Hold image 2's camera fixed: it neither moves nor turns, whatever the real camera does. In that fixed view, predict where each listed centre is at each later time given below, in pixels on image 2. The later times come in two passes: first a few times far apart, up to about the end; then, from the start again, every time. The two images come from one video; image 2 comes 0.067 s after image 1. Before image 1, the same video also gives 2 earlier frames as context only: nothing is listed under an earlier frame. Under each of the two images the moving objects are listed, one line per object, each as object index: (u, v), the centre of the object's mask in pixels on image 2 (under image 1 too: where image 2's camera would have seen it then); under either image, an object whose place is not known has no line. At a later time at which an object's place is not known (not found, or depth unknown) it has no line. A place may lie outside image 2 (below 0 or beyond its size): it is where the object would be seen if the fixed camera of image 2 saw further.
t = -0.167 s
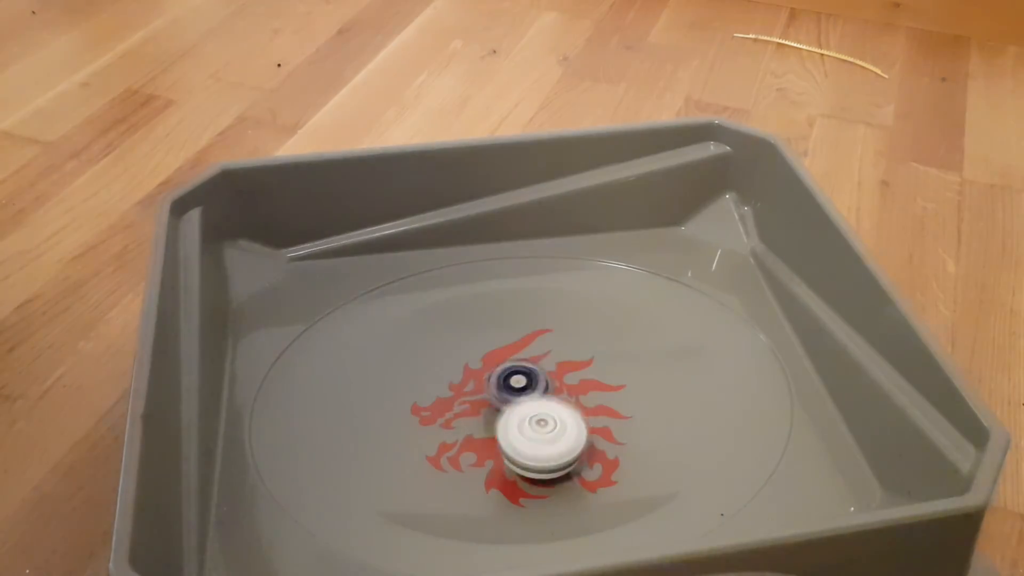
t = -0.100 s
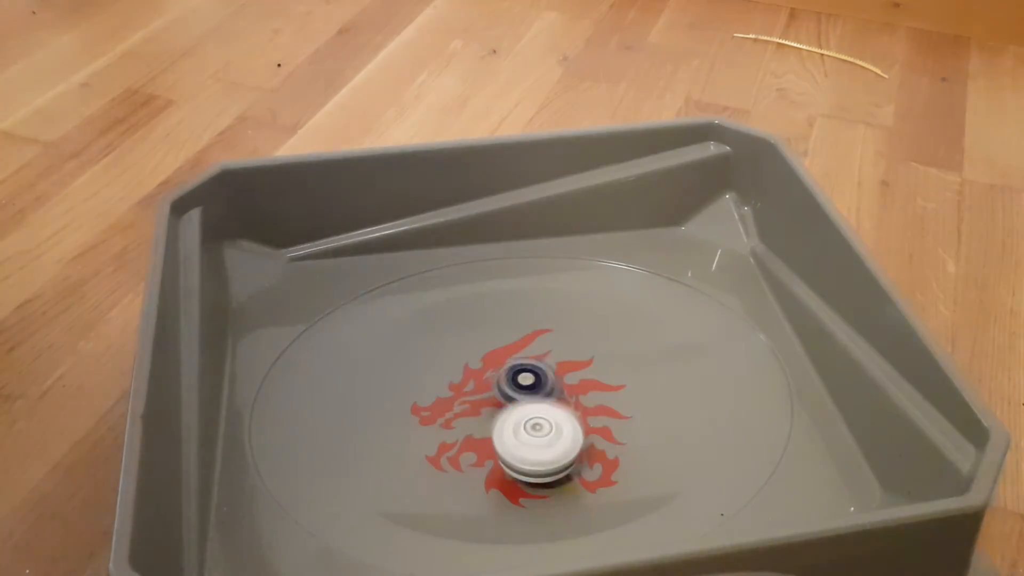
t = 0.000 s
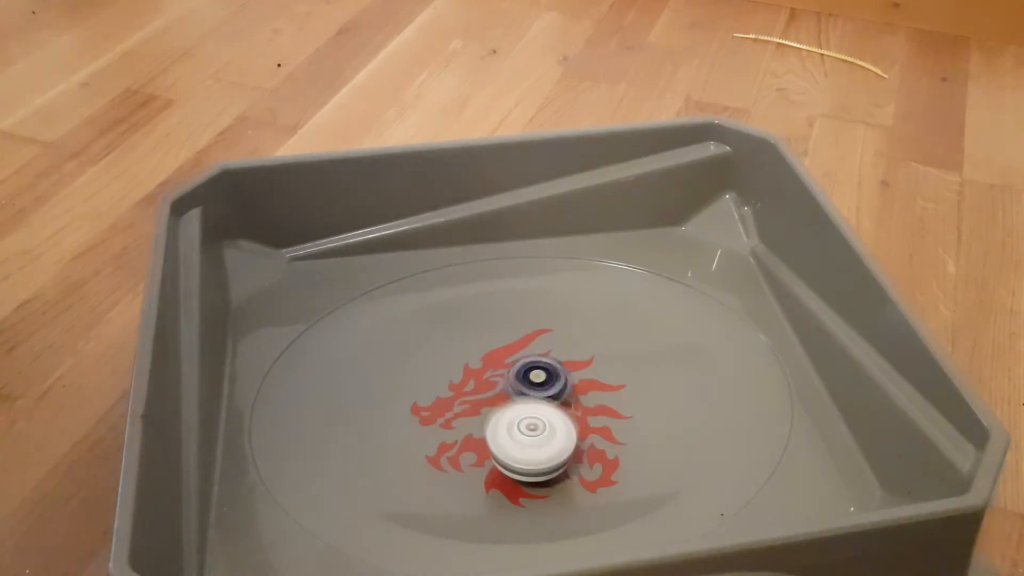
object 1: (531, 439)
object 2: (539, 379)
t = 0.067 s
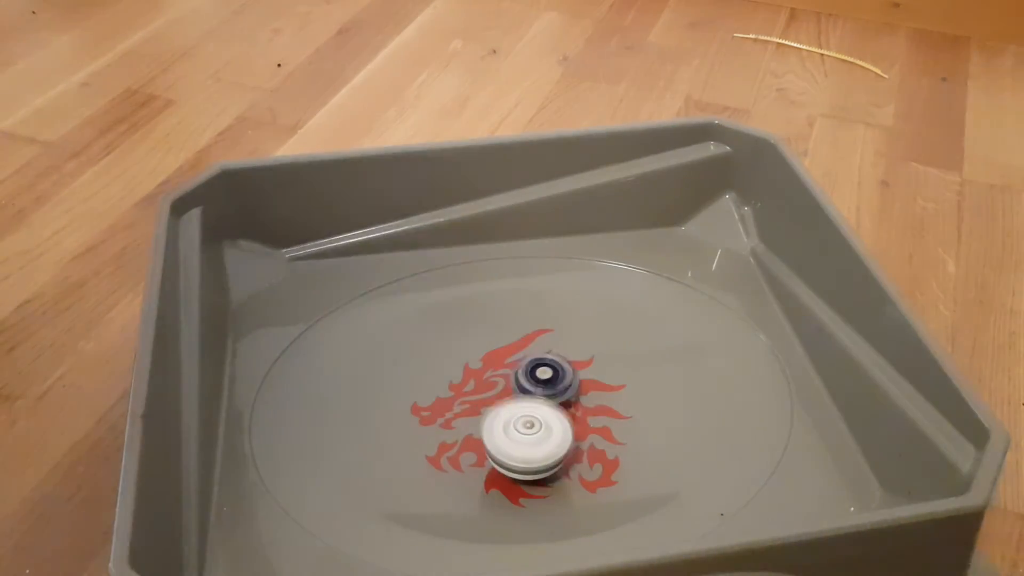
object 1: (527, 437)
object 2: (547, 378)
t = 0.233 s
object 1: (516, 429)
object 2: (552, 371)
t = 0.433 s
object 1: (504, 413)
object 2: (549, 367)
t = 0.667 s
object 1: (490, 400)
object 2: (544, 364)
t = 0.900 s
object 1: (481, 392)
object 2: (551, 365)
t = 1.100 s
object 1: (479, 387)
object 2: (557, 363)
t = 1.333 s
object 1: (483, 381)
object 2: (555, 371)
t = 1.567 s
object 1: (489, 380)
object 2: (572, 383)
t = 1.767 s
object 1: (500, 381)
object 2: (584, 387)
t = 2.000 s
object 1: (501, 385)
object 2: (592, 392)
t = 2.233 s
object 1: (499, 391)
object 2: (588, 397)
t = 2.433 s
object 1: (497, 394)
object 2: (574, 410)
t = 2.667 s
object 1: (490, 395)
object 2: (581, 425)
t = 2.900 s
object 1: (492, 393)
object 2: (582, 429)
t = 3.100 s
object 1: (498, 390)
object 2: (566, 429)
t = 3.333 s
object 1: (485, 375)
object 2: (593, 440)
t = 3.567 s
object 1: (487, 369)
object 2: (571, 424)
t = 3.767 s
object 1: (494, 362)
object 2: (551, 415)
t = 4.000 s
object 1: (498, 355)
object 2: (544, 415)
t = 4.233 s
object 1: (507, 354)
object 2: (540, 421)
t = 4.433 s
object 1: (516, 354)
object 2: (537, 422)
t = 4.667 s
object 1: (527, 360)
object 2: (538, 429)
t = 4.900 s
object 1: (534, 363)
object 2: (539, 435)
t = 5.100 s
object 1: (537, 356)
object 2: (529, 450)
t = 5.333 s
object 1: (537, 360)
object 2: (517, 443)
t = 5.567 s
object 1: (536, 367)
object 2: (520, 440)
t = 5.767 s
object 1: (534, 371)
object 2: (521, 440)
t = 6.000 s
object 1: (532, 377)
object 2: (511, 444)
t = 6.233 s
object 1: (530, 377)
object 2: (500, 440)
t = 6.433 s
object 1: (535, 370)
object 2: (494, 438)
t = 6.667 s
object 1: (538, 366)
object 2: (507, 437)
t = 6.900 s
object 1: (542, 360)
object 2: (534, 430)
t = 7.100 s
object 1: (548, 351)
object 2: (543, 419)
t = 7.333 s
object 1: (552, 346)
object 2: (533, 409)
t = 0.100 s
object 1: (525, 435)
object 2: (548, 375)
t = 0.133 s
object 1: (522, 434)
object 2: (550, 375)
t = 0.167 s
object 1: (520, 432)
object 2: (551, 373)
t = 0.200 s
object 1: (518, 431)
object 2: (552, 371)
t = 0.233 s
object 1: (516, 429)
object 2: (552, 371)
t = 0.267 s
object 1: (514, 426)
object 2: (552, 369)
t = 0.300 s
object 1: (512, 424)
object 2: (551, 368)
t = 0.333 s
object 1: (510, 421)
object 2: (552, 367)
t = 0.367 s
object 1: (507, 419)
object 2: (551, 367)
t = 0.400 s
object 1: (506, 416)
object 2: (550, 367)
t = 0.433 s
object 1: (504, 413)
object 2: (549, 367)
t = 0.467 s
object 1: (502, 409)
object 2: (548, 367)
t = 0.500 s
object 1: (501, 407)
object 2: (547, 366)
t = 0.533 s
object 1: (497, 406)
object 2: (547, 367)
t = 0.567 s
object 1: (494, 405)
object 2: (546, 366)
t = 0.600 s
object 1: (492, 403)
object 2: (545, 365)
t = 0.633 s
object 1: (491, 402)
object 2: (544, 365)
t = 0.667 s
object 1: (490, 400)
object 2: (544, 364)
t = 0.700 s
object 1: (489, 399)
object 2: (544, 365)
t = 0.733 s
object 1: (488, 397)
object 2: (545, 365)
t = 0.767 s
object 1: (487, 395)
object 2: (546, 367)
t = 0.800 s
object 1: (485, 394)
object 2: (545, 367)
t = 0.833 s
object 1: (483, 393)
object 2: (548, 367)
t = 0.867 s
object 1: (481, 393)
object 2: (550, 366)
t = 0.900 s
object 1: (481, 392)
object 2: (551, 365)
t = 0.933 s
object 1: (480, 391)
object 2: (552, 364)
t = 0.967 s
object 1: (480, 390)
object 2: (553, 363)
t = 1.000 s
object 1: (479, 389)
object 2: (555, 363)
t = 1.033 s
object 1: (479, 389)
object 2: (556, 363)
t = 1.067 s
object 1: (479, 388)
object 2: (557, 363)
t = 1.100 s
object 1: (479, 387)
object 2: (557, 363)
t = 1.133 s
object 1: (480, 386)
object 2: (555, 364)
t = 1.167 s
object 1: (481, 384)
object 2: (554, 364)
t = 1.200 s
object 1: (482, 384)
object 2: (553, 366)
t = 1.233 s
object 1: (483, 383)
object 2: (552, 366)
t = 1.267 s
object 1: (483, 382)
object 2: (552, 367)
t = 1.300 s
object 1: (482, 381)
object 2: (553, 370)
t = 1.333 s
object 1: (483, 381)
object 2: (555, 371)
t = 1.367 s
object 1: (483, 380)
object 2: (558, 374)
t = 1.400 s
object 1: (484, 380)
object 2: (559, 375)
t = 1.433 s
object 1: (484, 380)
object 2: (561, 377)
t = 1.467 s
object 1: (485, 380)
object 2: (564, 379)
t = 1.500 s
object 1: (486, 380)
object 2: (567, 381)
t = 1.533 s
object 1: (488, 380)
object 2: (567, 381)
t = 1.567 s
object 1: (489, 380)
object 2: (572, 383)
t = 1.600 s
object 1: (490, 380)
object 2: (573, 383)
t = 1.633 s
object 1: (492, 380)
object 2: (576, 385)
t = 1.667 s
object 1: (494, 381)
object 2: (577, 385)
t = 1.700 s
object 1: (496, 381)
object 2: (581, 386)
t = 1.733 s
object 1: (498, 381)
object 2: (581, 386)
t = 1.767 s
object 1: (500, 381)
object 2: (584, 387)
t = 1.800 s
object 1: (502, 382)
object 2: (584, 387)
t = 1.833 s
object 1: (504, 382)
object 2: (585, 387)
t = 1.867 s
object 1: (506, 383)
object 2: (584, 387)
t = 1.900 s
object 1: (508, 383)
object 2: (584, 389)
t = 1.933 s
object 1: (507, 383)
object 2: (586, 389)
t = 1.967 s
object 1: (503, 384)
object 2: (590, 392)
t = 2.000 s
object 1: (501, 385)
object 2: (592, 392)
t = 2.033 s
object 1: (500, 386)
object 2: (594, 393)
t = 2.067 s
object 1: (500, 387)
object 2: (595, 393)
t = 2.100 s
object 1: (500, 388)
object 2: (593, 392)
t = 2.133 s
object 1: (499, 389)
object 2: (591, 392)
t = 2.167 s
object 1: (499, 389)
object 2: (591, 393)
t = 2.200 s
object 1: (499, 390)
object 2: (589, 395)
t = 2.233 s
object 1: (499, 391)
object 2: (588, 397)
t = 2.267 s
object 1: (499, 392)
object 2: (587, 400)
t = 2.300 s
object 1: (499, 392)
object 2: (583, 400)
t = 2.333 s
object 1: (498, 393)
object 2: (581, 403)
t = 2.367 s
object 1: (498, 393)
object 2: (578, 404)
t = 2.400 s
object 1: (499, 394)
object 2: (575, 407)
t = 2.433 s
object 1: (497, 394)
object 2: (574, 410)
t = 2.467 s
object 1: (495, 394)
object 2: (576, 413)
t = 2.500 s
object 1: (493, 394)
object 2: (576, 415)
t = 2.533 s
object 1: (493, 394)
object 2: (578, 417)
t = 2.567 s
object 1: (492, 395)
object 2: (578, 419)
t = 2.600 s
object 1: (491, 395)
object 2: (581, 421)
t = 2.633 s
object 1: (491, 395)
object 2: (580, 424)
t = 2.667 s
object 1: (490, 395)
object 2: (581, 425)
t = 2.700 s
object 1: (490, 395)
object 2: (582, 427)
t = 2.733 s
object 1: (490, 395)
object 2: (582, 428)
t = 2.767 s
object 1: (490, 395)
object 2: (584, 429)
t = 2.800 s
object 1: (490, 394)
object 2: (582, 428)
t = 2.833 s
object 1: (491, 394)
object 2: (584, 429)
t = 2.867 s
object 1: (492, 394)
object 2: (582, 429)
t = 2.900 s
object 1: (492, 393)
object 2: (582, 429)
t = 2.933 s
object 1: (493, 393)
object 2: (580, 428)
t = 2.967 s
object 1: (494, 392)
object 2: (579, 427)
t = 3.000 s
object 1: (495, 392)
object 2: (576, 427)
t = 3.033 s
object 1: (497, 391)
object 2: (574, 426)
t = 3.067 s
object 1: (498, 391)
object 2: (570, 428)
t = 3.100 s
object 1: (498, 390)
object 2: (566, 429)
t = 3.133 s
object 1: (494, 386)
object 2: (575, 435)
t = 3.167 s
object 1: (490, 383)
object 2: (579, 439)
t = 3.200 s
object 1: (489, 381)
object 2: (585, 441)
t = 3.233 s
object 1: (487, 379)
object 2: (587, 442)
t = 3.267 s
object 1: (486, 378)
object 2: (589, 442)
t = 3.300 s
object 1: (486, 377)
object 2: (592, 442)
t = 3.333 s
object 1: (485, 375)
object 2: (593, 440)
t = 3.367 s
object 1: (484, 374)
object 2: (595, 438)
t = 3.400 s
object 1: (484, 373)
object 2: (593, 436)
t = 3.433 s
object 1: (485, 372)
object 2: (588, 432)
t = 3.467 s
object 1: (485, 371)
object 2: (582, 429)
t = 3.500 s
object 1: (486, 370)
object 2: (578, 427)
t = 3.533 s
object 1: (486, 369)
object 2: (575, 425)
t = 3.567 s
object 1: (487, 369)
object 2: (571, 424)
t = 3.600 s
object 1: (489, 368)
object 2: (566, 422)
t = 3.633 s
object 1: (490, 367)
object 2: (561, 419)
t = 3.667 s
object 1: (491, 367)
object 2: (557, 417)
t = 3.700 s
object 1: (493, 367)
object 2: (552, 414)
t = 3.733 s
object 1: (494, 364)
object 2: (551, 415)
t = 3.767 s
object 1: (494, 362)
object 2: (551, 415)
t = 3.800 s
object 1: (495, 361)
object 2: (549, 414)
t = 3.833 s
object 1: (495, 361)
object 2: (547, 413)
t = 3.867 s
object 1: (496, 359)
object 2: (545, 413)
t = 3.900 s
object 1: (495, 357)
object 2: (545, 412)
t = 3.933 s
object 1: (496, 357)
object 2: (544, 414)
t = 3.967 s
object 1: (497, 356)
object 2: (544, 415)
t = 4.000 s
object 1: (498, 355)
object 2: (544, 415)
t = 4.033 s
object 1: (498, 355)
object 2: (544, 416)
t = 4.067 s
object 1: (499, 355)
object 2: (542, 416)
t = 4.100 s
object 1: (500, 355)
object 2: (542, 416)
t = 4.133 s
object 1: (501, 355)
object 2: (541, 417)
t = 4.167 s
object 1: (503, 355)
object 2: (539, 415)
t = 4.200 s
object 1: (505, 354)
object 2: (539, 418)
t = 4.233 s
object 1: (507, 354)
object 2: (540, 421)
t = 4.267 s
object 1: (508, 353)
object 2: (539, 420)
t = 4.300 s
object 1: (509, 353)
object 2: (539, 421)
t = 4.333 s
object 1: (511, 353)
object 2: (537, 421)
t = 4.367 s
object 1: (513, 353)
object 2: (536, 421)
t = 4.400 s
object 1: (514, 353)
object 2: (538, 422)
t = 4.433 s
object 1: (516, 354)
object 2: (537, 422)
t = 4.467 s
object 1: (517, 355)
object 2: (535, 422)
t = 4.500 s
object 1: (519, 355)
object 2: (535, 422)
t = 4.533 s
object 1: (520, 356)
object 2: (534, 423)
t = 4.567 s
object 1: (522, 357)
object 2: (536, 424)
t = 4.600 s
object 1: (524, 358)
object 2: (537, 426)
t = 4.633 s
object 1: (525, 359)
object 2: (538, 427)
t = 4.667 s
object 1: (527, 360)
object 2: (538, 429)
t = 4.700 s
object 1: (528, 360)
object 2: (538, 430)
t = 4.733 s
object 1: (529, 360)
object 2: (540, 433)
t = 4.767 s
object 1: (530, 361)
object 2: (540, 434)
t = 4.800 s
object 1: (531, 362)
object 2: (539, 432)
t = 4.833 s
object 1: (533, 362)
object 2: (540, 433)
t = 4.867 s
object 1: (533, 363)
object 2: (540, 433)
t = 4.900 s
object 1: (534, 363)
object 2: (539, 435)
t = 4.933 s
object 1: (536, 359)
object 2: (538, 442)
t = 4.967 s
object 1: (537, 357)
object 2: (535, 447)
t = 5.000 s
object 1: (537, 357)
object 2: (534, 448)
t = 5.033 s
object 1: (537, 356)
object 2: (531, 450)
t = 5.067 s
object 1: (537, 356)
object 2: (531, 450)
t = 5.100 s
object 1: (537, 356)
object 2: (529, 450)
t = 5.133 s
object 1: (537, 356)
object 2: (529, 451)
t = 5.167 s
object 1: (537, 356)
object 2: (525, 451)
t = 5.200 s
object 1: (537, 356)
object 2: (523, 450)
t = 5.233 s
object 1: (537, 357)
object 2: (519, 448)
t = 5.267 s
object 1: (537, 358)
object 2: (519, 447)
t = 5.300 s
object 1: (537, 358)
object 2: (518, 445)
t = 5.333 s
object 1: (537, 360)
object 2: (517, 443)
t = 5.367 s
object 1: (537, 361)
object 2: (518, 441)
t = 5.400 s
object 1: (537, 362)
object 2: (519, 440)
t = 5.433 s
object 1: (536, 364)
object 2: (520, 439)
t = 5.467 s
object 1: (536, 366)
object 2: (521, 437)
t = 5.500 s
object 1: (535, 367)
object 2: (523, 436)
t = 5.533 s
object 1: (536, 367)
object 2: (522, 439)
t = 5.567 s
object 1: (536, 367)
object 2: (520, 440)
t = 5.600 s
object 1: (536, 367)
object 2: (519, 438)
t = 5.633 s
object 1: (536, 368)
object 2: (520, 435)
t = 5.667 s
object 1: (536, 369)
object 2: (523, 435)
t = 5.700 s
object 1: (535, 369)
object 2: (524, 437)
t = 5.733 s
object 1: (535, 371)
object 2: (524, 439)
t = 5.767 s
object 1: (534, 371)
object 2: (521, 440)
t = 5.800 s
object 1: (534, 372)
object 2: (520, 442)
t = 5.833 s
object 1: (533, 373)
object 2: (519, 443)
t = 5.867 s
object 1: (533, 374)
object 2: (517, 443)
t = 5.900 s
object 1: (533, 375)
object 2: (517, 442)
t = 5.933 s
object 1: (532, 376)
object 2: (517, 443)
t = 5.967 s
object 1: (532, 377)
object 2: (515, 444)
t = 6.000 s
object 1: (532, 377)
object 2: (511, 444)
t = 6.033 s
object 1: (531, 377)
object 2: (510, 443)
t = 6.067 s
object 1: (532, 377)
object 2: (509, 444)
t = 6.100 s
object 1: (531, 377)
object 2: (506, 444)
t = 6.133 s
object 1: (531, 377)
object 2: (503, 444)
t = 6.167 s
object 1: (531, 377)
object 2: (501, 442)
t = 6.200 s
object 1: (530, 377)
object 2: (502, 441)
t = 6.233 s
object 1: (530, 377)
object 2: (500, 440)
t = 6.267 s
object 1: (530, 377)
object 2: (498, 439)
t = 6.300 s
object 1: (532, 375)
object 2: (494, 439)
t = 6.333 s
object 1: (533, 373)
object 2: (490, 439)
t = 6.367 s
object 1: (535, 372)
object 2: (488, 438)
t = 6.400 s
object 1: (535, 371)
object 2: (489, 436)
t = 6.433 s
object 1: (535, 370)
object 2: (494, 438)
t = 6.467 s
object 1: (536, 369)
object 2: (499, 440)
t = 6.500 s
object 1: (537, 368)
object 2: (501, 440)
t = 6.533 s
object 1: (537, 367)
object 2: (501, 440)
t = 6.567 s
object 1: (537, 367)
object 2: (502, 439)
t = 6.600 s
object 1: (538, 366)
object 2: (503, 438)
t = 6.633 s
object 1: (538, 366)
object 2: (505, 437)
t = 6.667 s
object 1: (538, 366)
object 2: (507, 437)
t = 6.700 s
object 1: (538, 366)
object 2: (510, 436)
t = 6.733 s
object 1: (538, 366)
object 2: (514, 435)
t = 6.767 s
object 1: (538, 366)
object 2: (518, 434)
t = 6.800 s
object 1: (538, 365)
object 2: (523, 434)
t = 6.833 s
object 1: (540, 363)
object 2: (526, 433)
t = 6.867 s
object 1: (541, 362)
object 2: (531, 431)
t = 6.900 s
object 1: (542, 360)
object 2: (534, 430)
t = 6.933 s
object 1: (543, 358)
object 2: (535, 429)
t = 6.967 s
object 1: (544, 357)
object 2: (537, 427)
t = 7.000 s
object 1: (545, 355)
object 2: (539, 426)
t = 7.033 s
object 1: (547, 354)
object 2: (540, 425)
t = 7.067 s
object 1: (547, 352)
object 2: (541, 424)
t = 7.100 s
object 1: (548, 351)
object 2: (543, 419)
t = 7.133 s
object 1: (549, 350)
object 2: (544, 417)
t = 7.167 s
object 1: (550, 349)
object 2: (543, 415)
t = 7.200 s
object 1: (552, 348)
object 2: (542, 414)
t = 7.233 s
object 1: (552, 347)
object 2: (540, 412)
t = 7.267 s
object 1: (553, 347)
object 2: (539, 411)
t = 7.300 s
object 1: (553, 346)
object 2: (537, 410)
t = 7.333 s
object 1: (552, 346)
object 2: (533, 409)
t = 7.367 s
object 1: (552, 347)
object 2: (530, 407)
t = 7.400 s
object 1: (552, 347)
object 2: (525, 407)
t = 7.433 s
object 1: (552, 348)
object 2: (523, 407)
